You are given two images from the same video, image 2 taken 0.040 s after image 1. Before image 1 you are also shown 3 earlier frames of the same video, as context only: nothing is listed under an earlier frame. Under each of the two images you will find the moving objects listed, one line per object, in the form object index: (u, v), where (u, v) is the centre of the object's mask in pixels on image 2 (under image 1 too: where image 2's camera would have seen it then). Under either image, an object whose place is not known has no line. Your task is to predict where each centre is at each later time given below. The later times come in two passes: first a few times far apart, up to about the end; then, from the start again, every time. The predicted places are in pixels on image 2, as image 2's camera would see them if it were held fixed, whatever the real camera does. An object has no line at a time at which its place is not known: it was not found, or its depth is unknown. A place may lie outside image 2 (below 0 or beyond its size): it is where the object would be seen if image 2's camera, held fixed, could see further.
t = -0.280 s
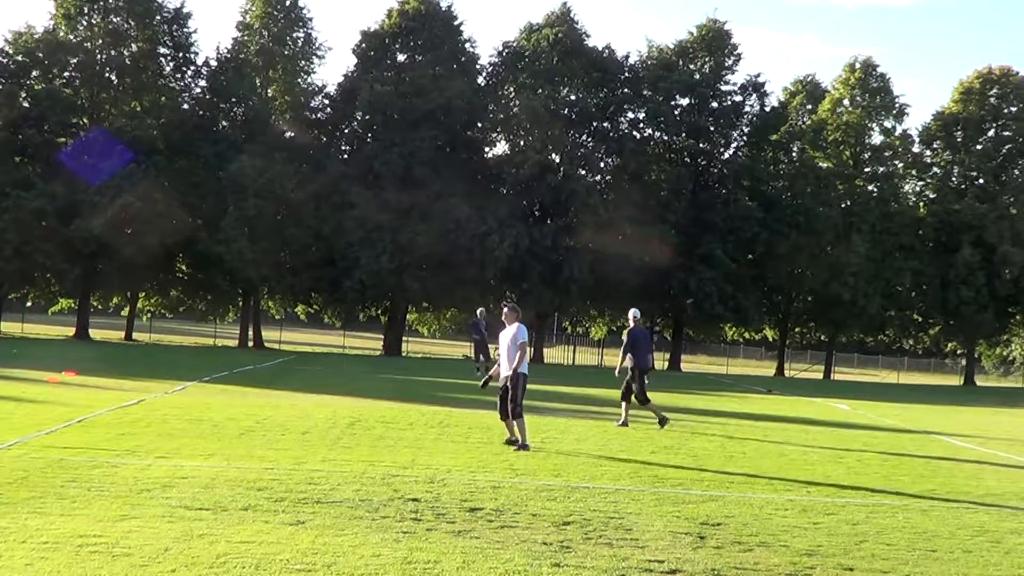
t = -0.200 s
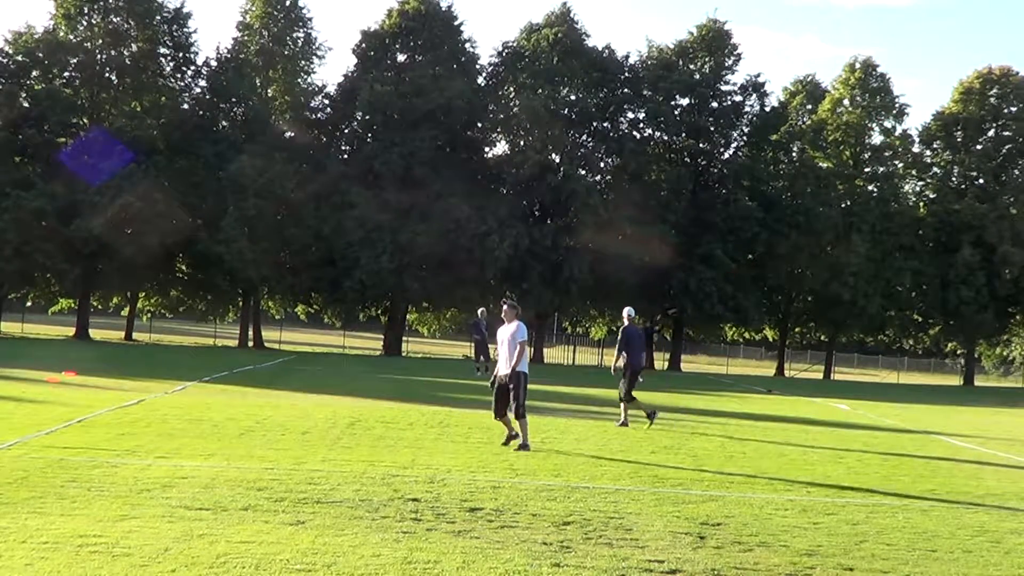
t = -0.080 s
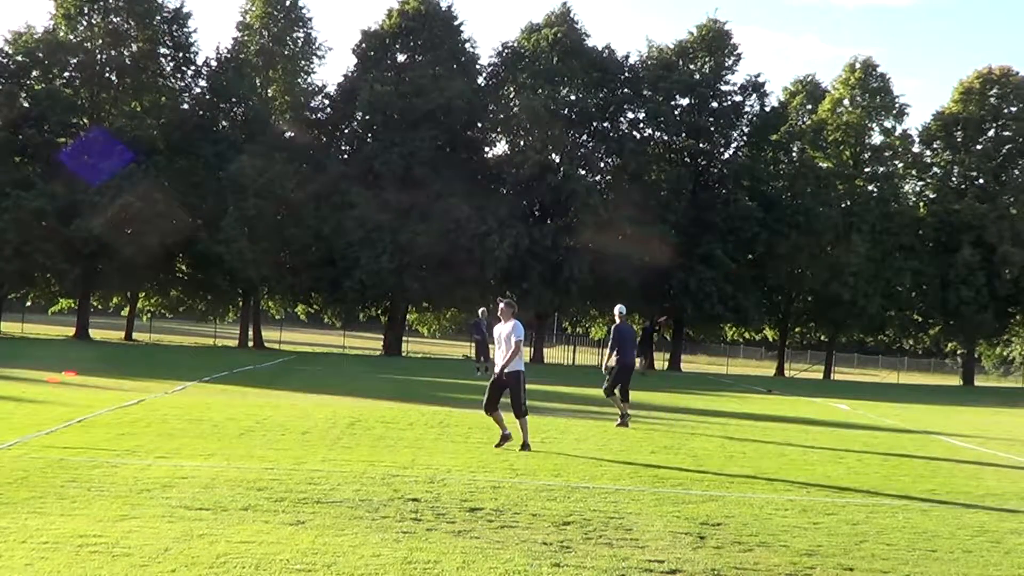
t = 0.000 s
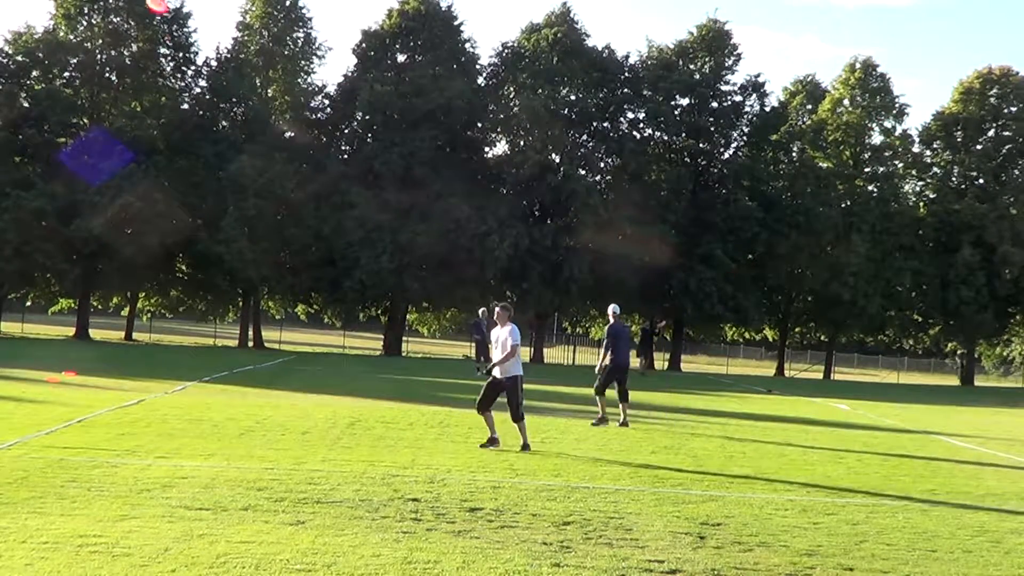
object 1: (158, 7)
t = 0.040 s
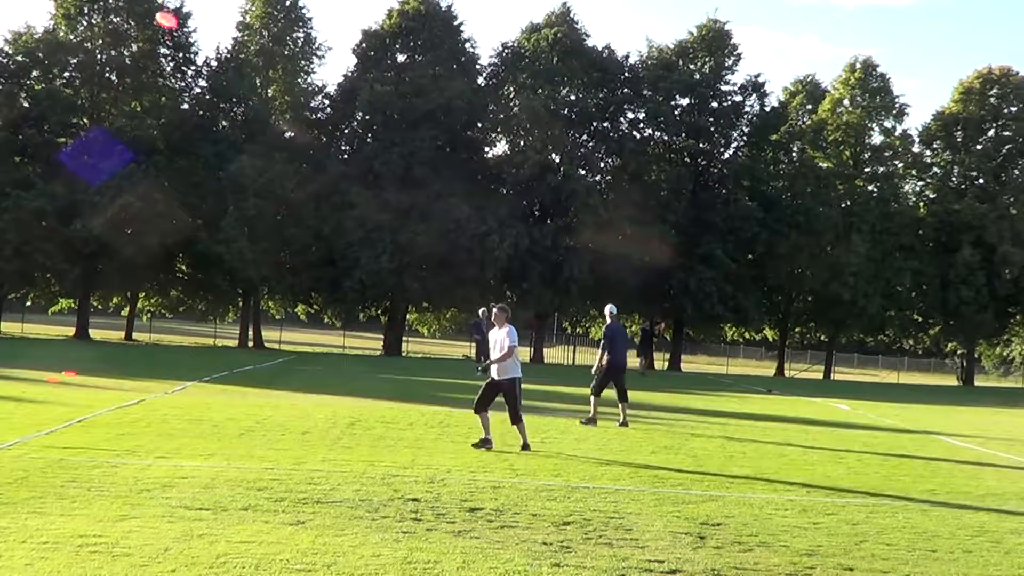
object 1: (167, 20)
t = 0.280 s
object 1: (232, 118)
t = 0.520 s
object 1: (308, 219)
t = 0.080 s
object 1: (176, 36)
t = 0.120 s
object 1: (186, 51)
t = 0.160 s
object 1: (198, 68)
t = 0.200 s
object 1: (209, 85)
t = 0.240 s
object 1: (220, 101)
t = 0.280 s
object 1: (232, 118)
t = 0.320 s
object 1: (244, 135)
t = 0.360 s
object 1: (256, 151)
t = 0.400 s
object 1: (269, 168)
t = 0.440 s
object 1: (282, 186)
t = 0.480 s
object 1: (295, 202)
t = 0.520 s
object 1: (308, 219)
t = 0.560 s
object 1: (321, 236)
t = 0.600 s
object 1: (335, 254)
